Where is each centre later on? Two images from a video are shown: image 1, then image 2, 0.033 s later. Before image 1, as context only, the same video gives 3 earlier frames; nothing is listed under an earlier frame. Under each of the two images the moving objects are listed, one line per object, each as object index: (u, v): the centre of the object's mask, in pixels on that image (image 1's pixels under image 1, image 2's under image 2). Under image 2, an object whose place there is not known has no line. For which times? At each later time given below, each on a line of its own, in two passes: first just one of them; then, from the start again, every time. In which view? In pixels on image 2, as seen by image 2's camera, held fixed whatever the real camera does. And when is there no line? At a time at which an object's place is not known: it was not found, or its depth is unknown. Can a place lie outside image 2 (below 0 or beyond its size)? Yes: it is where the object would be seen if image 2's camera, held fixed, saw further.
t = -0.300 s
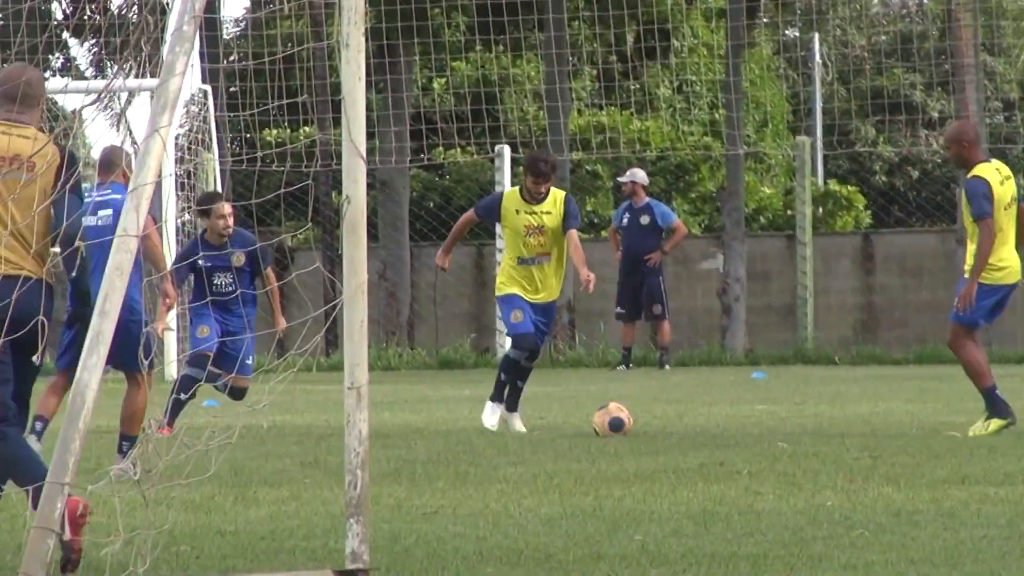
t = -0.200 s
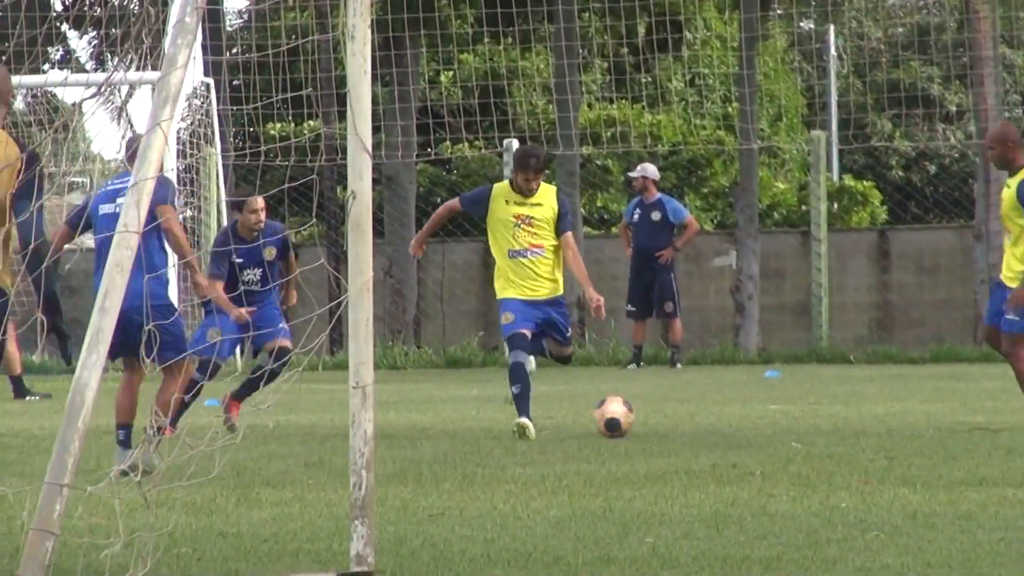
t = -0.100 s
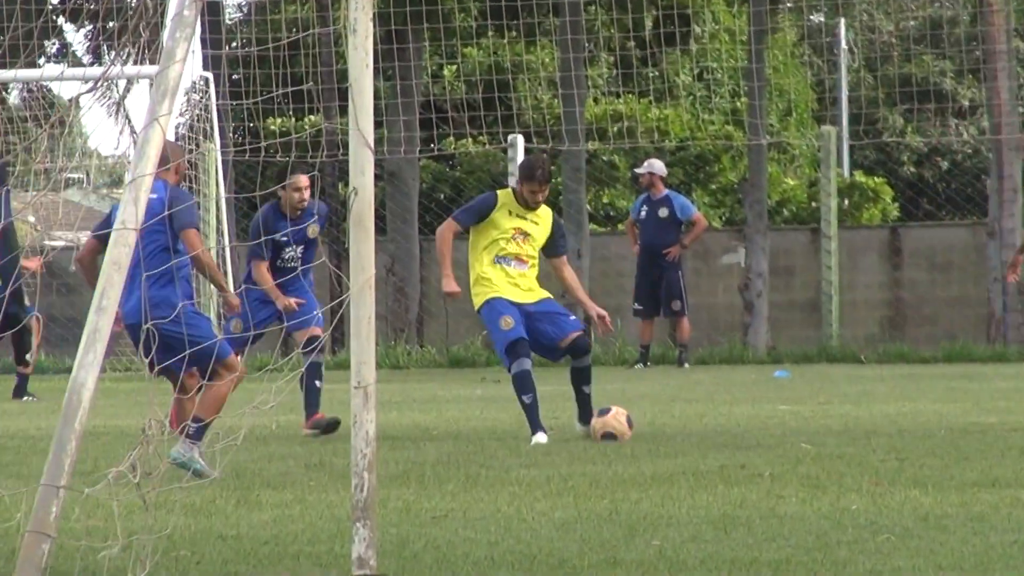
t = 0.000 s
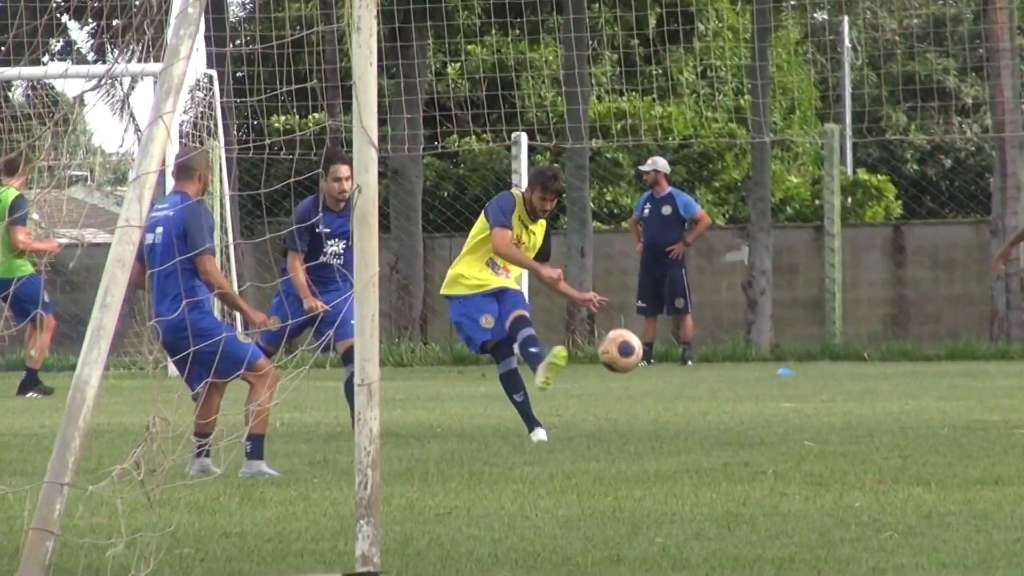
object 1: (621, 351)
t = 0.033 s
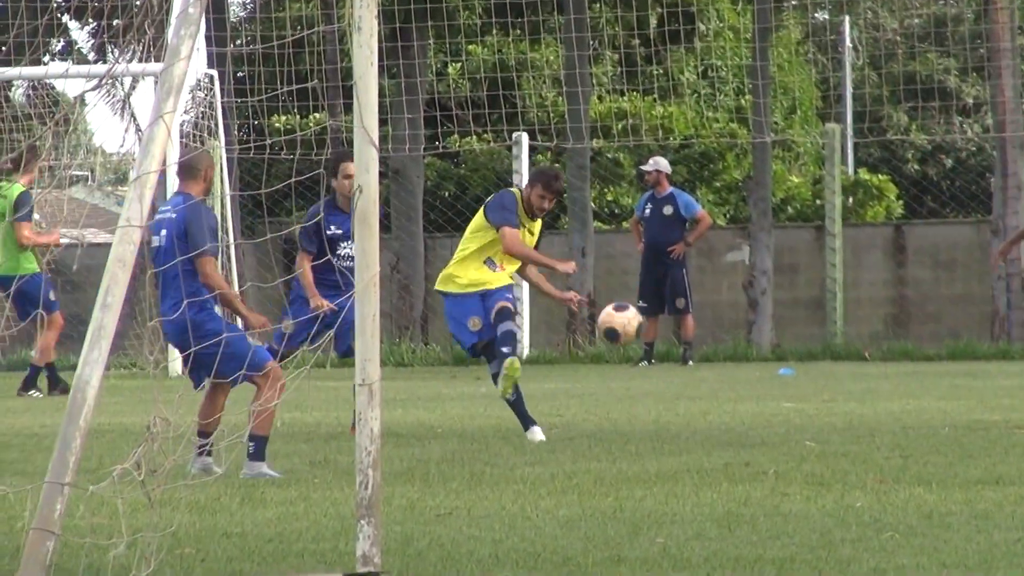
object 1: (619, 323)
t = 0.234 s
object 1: (586, 204)
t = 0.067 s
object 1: (617, 298)
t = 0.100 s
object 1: (613, 277)
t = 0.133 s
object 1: (609, 255)
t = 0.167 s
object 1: (602, 237)
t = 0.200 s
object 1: (594, 219)
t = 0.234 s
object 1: (586, 204)
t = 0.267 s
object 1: (576, 195)
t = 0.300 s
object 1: (563, 188)
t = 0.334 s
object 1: (548, 184)
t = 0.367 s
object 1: (533, 183)
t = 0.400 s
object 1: (513, 185)
